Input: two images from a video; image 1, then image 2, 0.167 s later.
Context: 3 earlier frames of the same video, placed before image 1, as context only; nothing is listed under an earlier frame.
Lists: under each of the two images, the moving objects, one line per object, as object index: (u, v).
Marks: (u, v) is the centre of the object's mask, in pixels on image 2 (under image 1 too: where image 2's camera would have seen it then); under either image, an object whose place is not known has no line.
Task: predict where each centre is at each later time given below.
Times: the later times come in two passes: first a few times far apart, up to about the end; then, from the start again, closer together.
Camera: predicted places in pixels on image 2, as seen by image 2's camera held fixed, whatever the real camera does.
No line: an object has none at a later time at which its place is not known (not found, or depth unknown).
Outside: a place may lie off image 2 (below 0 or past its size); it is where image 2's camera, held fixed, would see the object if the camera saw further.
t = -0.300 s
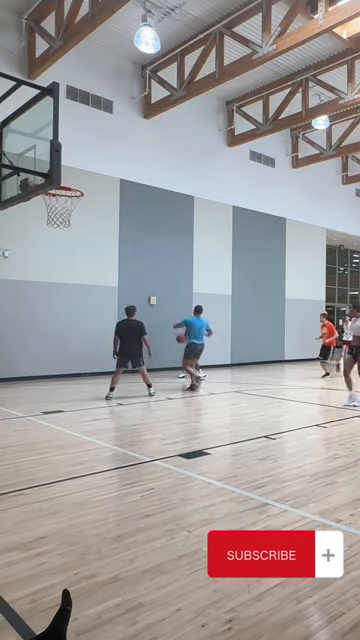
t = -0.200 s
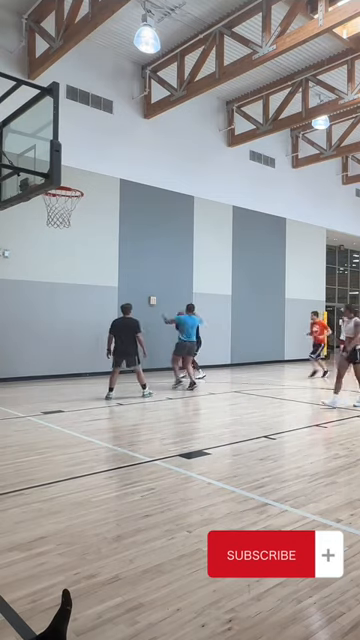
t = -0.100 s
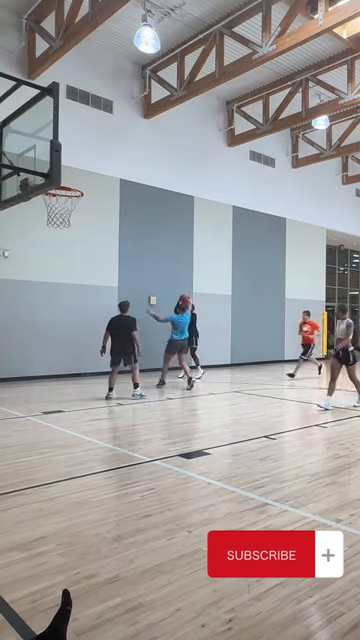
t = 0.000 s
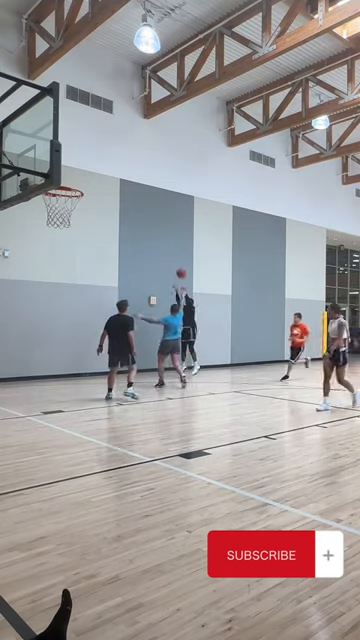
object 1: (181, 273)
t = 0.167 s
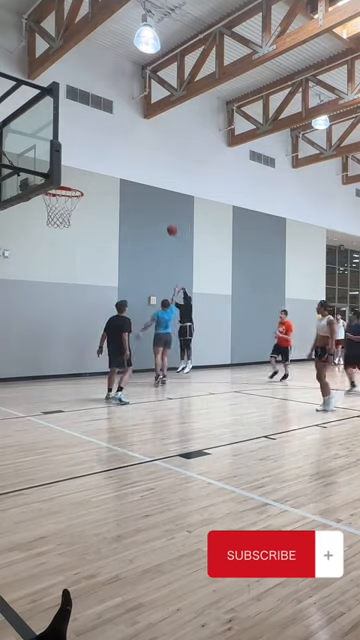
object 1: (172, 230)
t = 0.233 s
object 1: (167, 214)
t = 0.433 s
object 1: (155, 173)
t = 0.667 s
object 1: (135, 141)
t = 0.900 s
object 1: (110, 132)
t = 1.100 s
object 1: (81, 151)
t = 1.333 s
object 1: (69, 220)
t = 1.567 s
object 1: (90, 283)
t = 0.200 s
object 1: (170, 222)
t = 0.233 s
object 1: (167, 214)
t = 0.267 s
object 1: (165, 207)
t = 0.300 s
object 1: (164, 200)
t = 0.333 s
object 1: (161, 193)
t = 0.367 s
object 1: (159, 186)
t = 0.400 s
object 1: (157, 179)
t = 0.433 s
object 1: (155, 173)
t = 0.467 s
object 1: (152, 167)
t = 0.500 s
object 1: (150, 162)
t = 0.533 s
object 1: (147, 157)
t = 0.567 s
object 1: (144, 152)
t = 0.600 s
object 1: (141, 148)
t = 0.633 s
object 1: (139, 144)
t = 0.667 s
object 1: (135, 141)
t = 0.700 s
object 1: (132, 138)
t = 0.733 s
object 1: (129, 135)
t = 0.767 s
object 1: (125, 133)
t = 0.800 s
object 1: (122, 132)
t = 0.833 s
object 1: (118, 131)
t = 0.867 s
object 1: (114, 131)
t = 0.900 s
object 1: (110, 132)
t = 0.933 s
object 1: (106, 132)
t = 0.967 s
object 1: (101, 135)
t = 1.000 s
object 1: (96, 137)
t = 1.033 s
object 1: (92, 141)
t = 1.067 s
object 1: (86, 145)
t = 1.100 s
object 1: (81, 151)
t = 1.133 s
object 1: (76, 157)
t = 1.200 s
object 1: (67, 174)
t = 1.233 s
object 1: (64, 183)
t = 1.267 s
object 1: (58, 197)
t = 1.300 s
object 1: (64, 211)
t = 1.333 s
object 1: (69, 220)
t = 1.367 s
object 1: (72, 227)
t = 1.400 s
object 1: (75, 235)
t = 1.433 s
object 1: (78, 243)
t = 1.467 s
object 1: (81, 252)
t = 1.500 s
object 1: (84, 261)
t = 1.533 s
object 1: (87, 272)
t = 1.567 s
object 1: (90, 283)
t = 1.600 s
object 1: (92, 294)
